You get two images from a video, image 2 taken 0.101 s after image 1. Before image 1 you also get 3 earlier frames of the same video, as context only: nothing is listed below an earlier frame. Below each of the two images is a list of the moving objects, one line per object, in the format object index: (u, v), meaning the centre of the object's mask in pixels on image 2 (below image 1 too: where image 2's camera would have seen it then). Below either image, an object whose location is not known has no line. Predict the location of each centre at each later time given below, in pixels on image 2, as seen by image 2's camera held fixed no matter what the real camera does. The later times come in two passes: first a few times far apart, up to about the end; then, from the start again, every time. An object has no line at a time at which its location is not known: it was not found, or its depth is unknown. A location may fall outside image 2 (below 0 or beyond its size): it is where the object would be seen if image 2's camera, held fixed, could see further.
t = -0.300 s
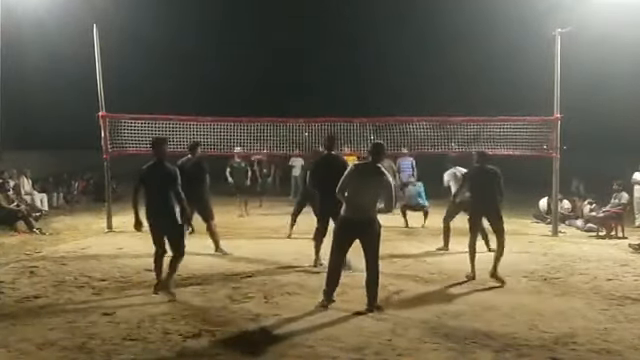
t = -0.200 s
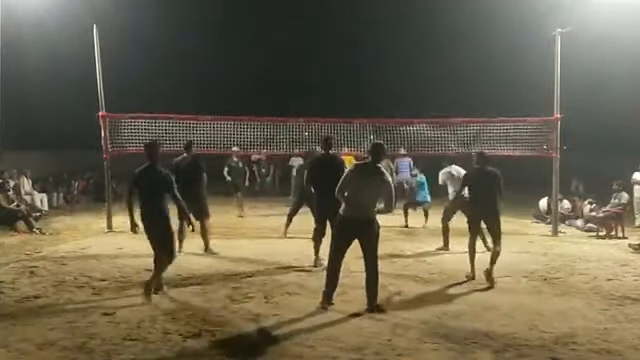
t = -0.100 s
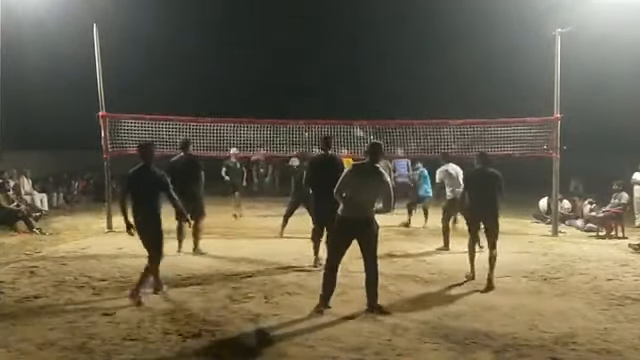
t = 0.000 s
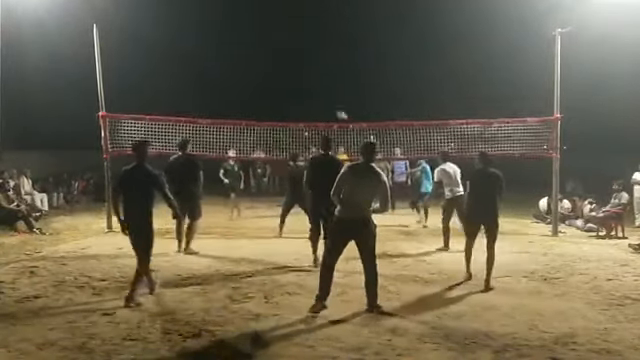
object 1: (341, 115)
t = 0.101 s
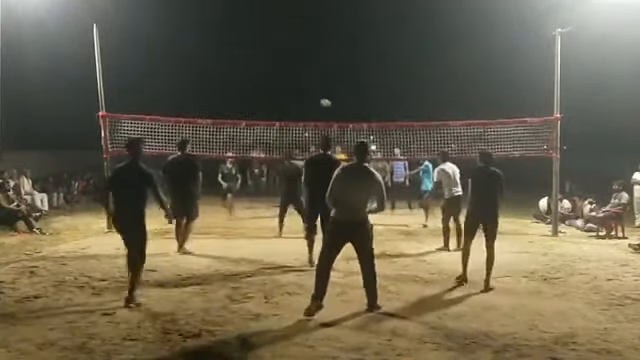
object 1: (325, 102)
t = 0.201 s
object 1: (309, 94)
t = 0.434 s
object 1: (272, 92)
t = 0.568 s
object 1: (251, 101)
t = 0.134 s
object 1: (319, 99)
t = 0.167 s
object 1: (314, 96)
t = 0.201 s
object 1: (309, 94)
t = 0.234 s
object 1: (304, 92)
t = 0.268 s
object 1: (299, 91)
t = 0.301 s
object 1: (293, 90)
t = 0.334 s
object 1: (287, 90)
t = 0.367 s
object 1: (282, 90)
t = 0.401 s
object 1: (277, 91)
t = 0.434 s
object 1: (272, 92)
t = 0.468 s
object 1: (267, 94)
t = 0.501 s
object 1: (262, 96)
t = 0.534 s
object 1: (256, 98)
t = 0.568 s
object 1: (251, 101)
